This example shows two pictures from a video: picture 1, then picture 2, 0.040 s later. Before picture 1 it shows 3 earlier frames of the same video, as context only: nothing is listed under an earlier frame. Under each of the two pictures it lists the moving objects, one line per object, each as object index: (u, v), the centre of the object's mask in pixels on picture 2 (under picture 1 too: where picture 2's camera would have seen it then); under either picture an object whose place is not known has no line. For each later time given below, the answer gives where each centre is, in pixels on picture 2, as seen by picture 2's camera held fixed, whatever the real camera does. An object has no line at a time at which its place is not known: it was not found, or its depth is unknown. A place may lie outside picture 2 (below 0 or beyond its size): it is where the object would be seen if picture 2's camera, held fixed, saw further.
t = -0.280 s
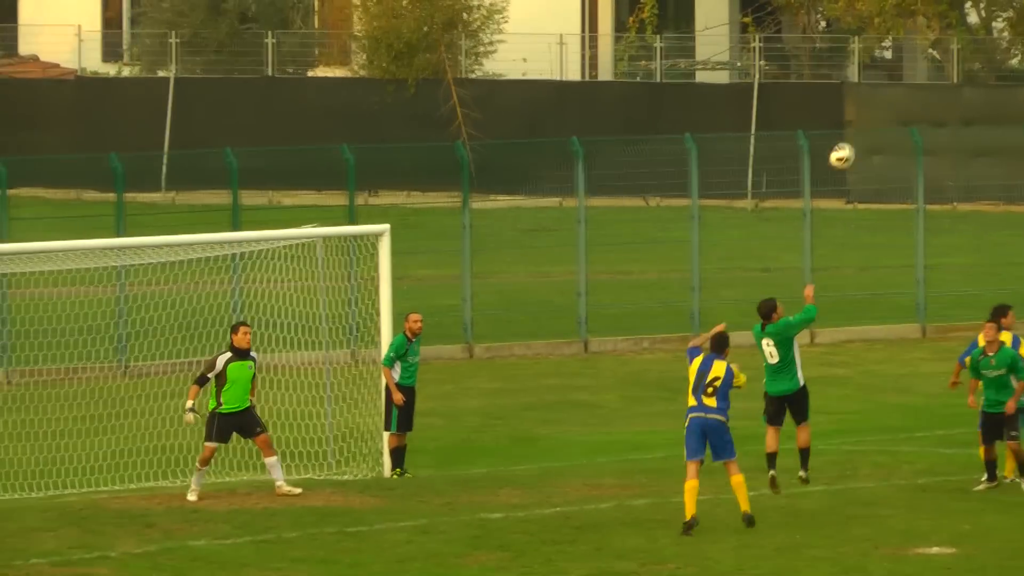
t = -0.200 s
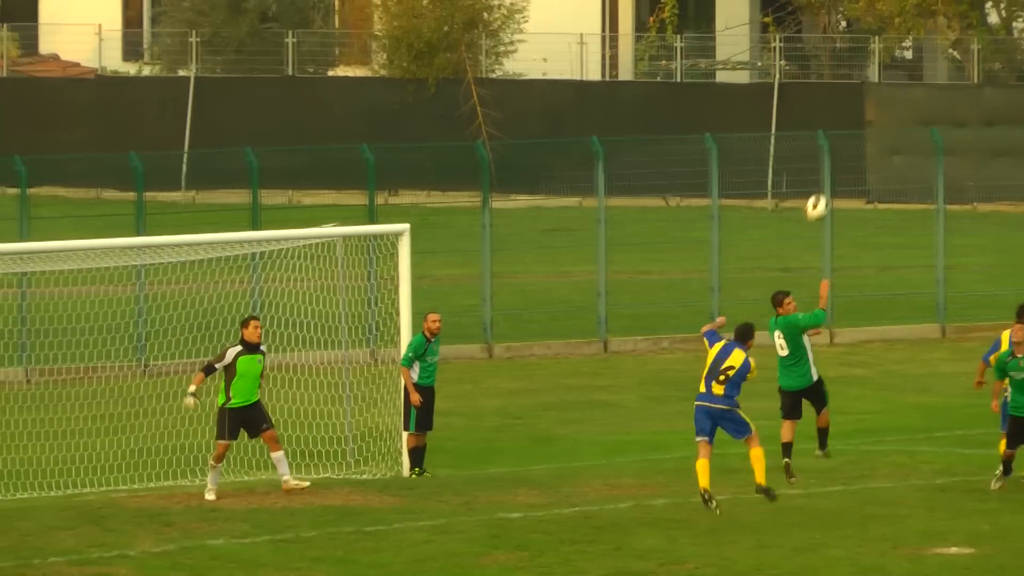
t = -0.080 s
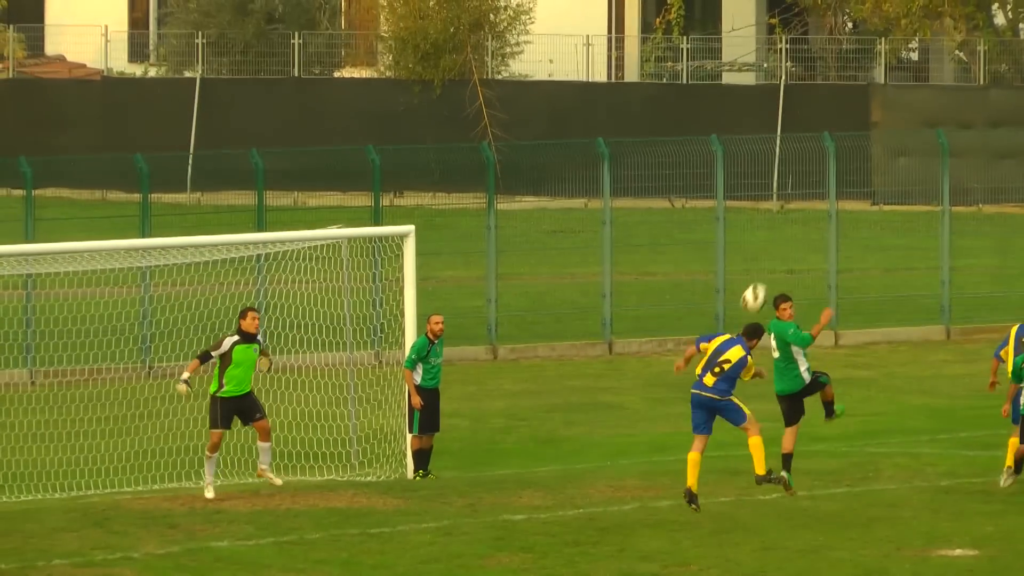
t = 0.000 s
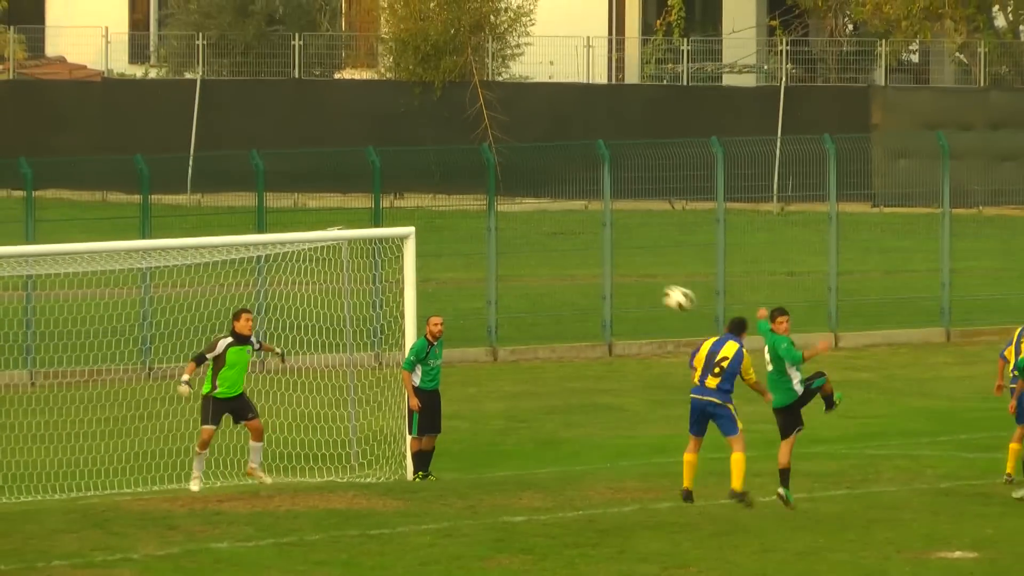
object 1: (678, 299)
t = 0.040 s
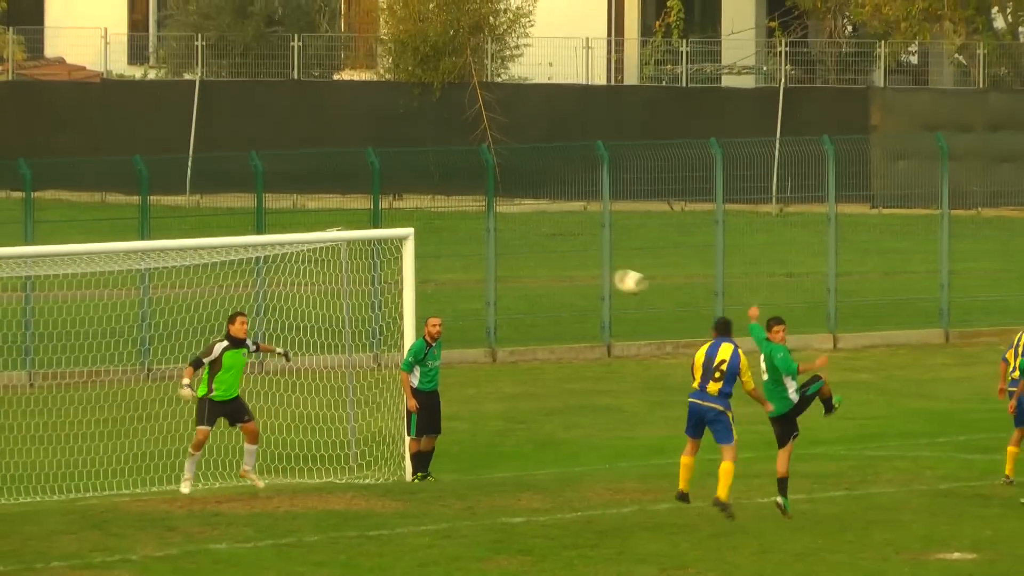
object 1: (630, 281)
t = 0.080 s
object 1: (582, 266)
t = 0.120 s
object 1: (538, 253)
